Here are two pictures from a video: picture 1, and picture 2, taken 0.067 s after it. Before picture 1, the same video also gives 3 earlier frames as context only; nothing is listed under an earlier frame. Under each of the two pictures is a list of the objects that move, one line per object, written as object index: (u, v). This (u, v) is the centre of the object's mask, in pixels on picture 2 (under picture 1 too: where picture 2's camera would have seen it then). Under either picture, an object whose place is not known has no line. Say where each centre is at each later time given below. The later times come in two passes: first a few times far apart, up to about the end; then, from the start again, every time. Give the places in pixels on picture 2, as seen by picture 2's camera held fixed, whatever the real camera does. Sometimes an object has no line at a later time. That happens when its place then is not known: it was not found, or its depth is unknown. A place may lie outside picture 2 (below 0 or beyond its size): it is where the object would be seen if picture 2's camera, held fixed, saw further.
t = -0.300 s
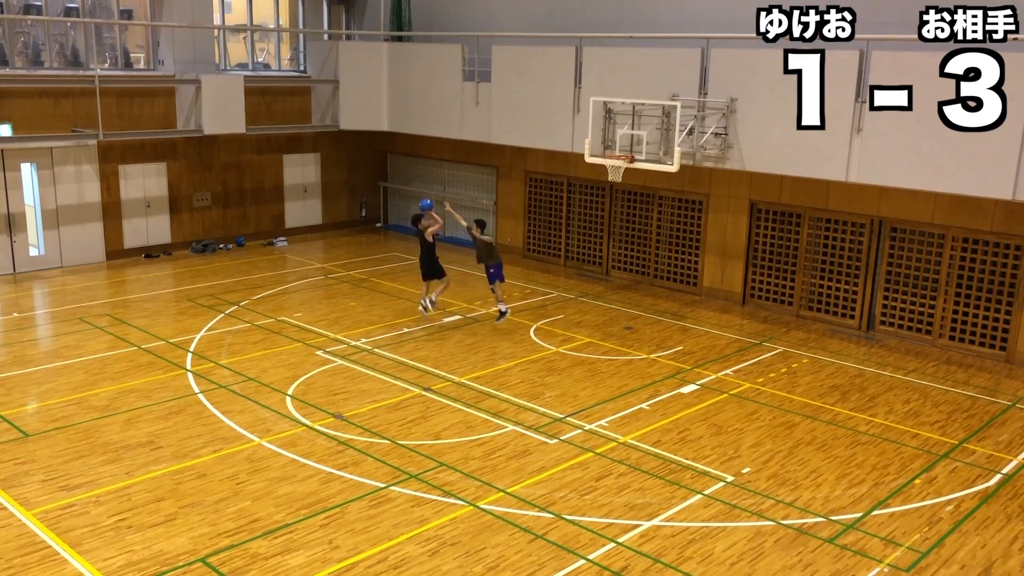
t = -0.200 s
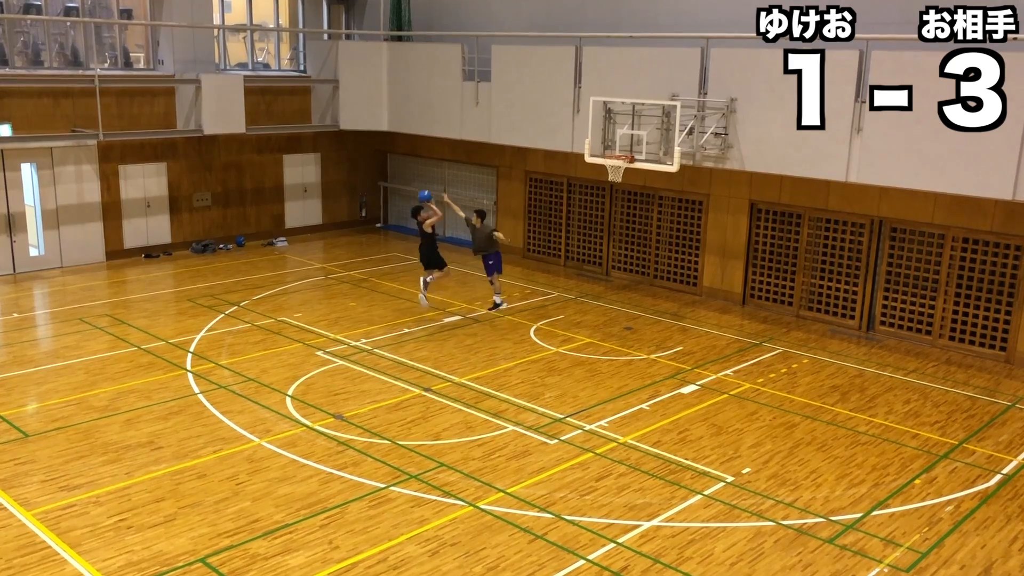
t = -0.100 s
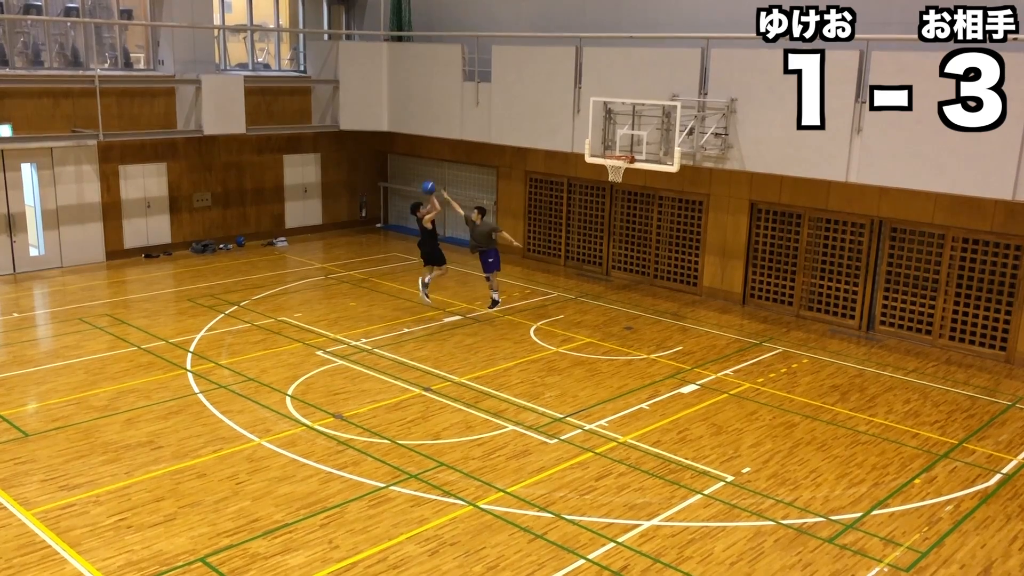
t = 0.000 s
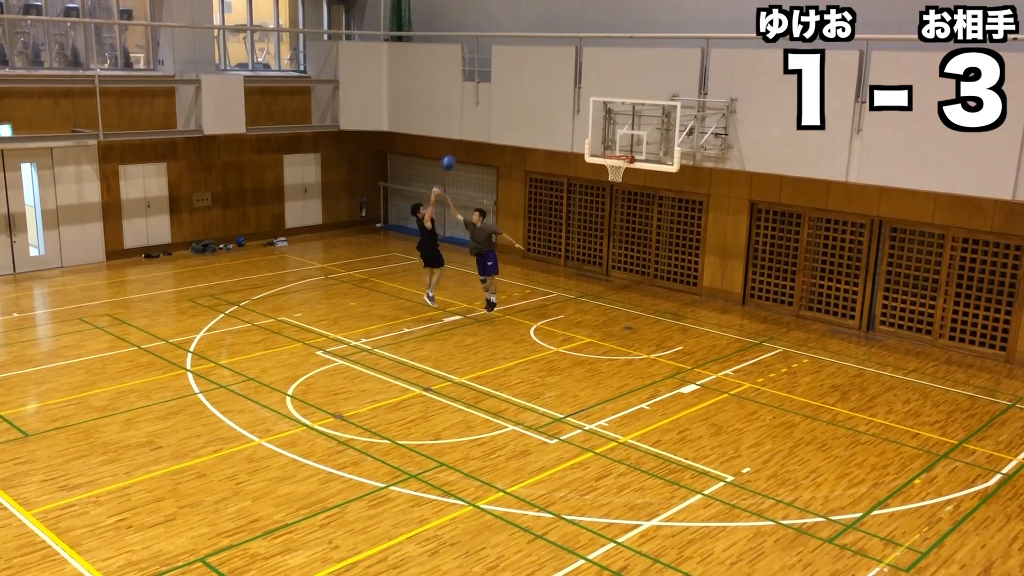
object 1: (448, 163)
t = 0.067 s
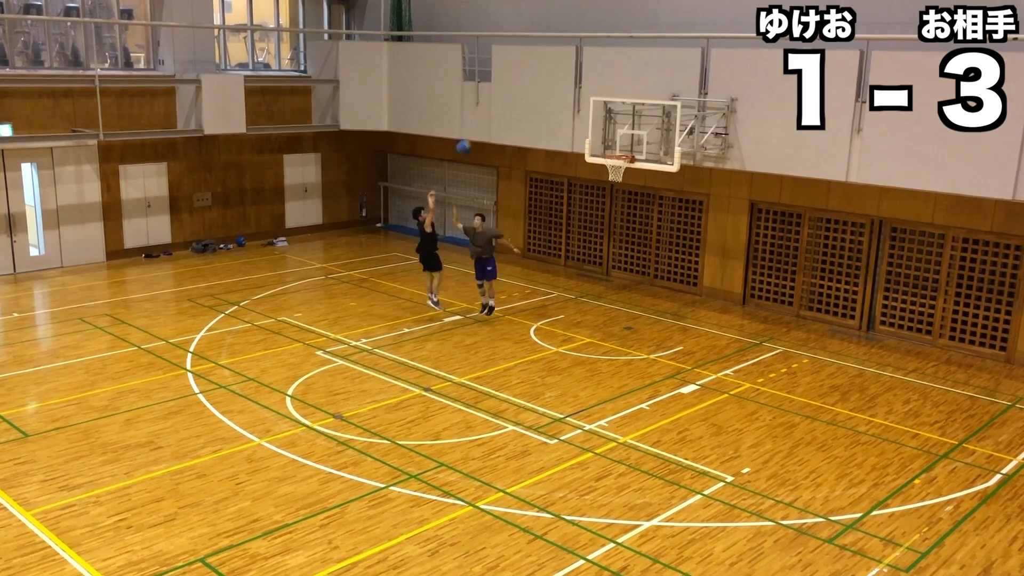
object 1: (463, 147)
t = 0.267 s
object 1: (511, 117)
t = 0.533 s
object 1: (574, 112)
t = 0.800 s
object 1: (635, 150)
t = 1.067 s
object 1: (653, 174)
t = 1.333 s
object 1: (657, 236)
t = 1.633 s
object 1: (660, 354)
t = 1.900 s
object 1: (676, 289)
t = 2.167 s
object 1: (691, 264)
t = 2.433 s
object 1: (704, 284)
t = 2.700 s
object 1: (712, 354)
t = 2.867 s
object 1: (719, 382)
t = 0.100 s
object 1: (471, 141)
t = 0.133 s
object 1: (480, 135)
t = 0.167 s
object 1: (487, 129)
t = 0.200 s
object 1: (495, 125)
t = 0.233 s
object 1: (503, 120)
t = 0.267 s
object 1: (511, 117)
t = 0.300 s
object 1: (519, 114)
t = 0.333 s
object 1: (527, 111)
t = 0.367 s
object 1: (535, 110)
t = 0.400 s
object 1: (542, 109)
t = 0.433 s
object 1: (550, 109)
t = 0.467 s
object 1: (558, 109)
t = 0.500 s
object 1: (565, 110)
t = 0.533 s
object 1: (574, 112)
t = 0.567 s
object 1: (582, 115)
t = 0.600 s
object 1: (588, 118)
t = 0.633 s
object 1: (597, 122)
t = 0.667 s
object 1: (604, 126)
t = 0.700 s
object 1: (612, 132)
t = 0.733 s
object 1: (620, 137)
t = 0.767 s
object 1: (628, 144)
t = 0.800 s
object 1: (635, 150)
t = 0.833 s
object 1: (641, 154)
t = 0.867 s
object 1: (646, 158)
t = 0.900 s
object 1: (649, 158)
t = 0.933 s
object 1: (649, 160)
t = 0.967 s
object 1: (650, 162)
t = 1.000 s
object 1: (651, 164)
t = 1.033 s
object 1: (652, 169)
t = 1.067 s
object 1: (653, 174)
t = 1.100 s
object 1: (653, 179)
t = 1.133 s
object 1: (654, 184)
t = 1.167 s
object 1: (655, 190)
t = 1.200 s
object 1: (656, 198)
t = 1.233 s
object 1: (655, 207)
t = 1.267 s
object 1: (656, 215)
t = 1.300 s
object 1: (656, 224)
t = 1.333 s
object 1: (657, 236)
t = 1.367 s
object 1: (658, 245)
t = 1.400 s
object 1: (658, 257)
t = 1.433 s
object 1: (658, 270)
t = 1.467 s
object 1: (659, 281)
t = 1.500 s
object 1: (659, 296)
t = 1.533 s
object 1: (659, 310)
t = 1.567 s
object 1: (659, 325)
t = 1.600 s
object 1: (659, 340)
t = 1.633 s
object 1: (660, 354)
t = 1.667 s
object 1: (662, 345)
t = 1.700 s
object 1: (664, 335)
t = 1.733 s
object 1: (666, 326)
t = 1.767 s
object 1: (669, 317)
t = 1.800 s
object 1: (671, 309)
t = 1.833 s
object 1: (673, 302)
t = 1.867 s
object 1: (675, 295)
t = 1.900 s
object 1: (676, 289)
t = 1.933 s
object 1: (679, 283)
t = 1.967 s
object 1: (681, 278)
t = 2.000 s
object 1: (683, 275)
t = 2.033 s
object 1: (684, 271)
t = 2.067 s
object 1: (686, 269)
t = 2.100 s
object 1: (688, 266)
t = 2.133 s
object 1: (690, 264)
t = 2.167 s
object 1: (691, 264)
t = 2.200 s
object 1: (693, 264)
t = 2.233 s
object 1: (695, 264)
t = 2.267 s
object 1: (697, 266)
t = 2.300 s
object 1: (698, 268)
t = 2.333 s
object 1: (699, 271)
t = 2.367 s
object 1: (701, 275)
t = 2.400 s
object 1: (702, 279)
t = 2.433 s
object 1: (704, 284)
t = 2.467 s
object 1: (705, 290)
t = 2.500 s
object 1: (706, 297)
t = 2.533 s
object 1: (707, 305)
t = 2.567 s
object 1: (708, 313)
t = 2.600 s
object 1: (709, 322)
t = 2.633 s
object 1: (710, 332)
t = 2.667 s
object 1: (711, 342)
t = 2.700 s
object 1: (712, 354)
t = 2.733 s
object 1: (713, 366)
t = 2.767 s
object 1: (714, 379)
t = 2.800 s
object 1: (714, 394)
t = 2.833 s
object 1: (717, 389)
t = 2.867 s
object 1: (719, 382)
